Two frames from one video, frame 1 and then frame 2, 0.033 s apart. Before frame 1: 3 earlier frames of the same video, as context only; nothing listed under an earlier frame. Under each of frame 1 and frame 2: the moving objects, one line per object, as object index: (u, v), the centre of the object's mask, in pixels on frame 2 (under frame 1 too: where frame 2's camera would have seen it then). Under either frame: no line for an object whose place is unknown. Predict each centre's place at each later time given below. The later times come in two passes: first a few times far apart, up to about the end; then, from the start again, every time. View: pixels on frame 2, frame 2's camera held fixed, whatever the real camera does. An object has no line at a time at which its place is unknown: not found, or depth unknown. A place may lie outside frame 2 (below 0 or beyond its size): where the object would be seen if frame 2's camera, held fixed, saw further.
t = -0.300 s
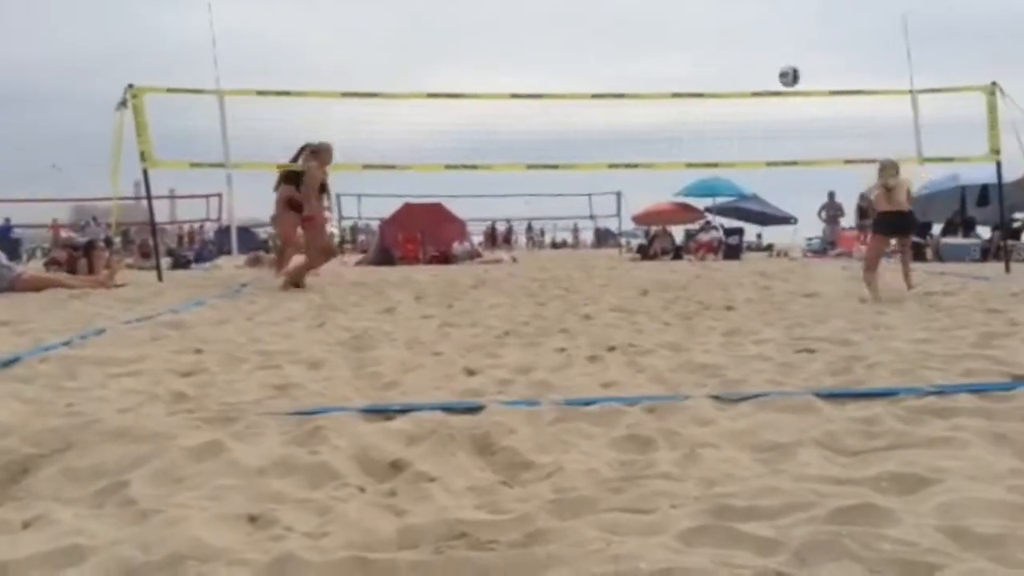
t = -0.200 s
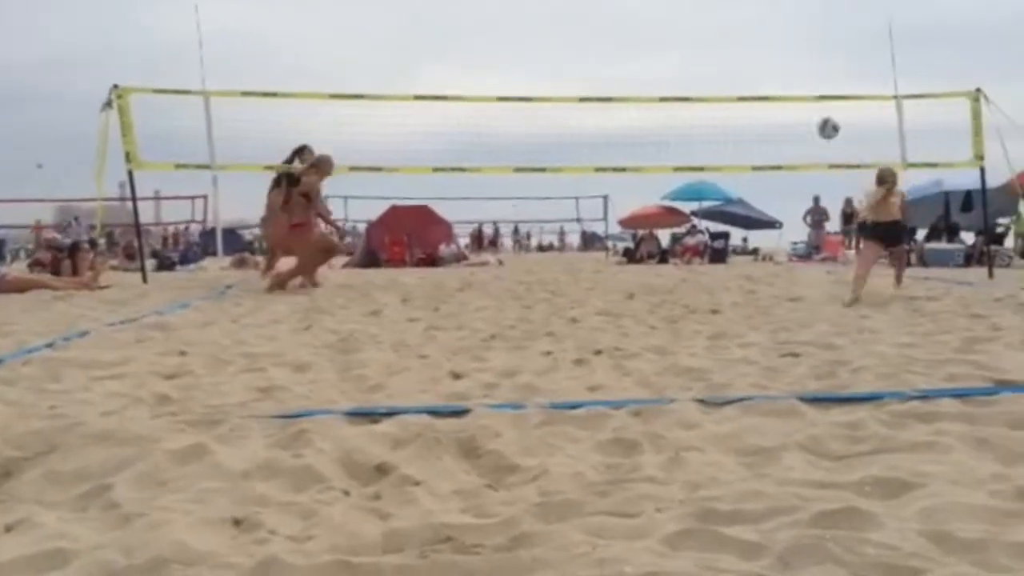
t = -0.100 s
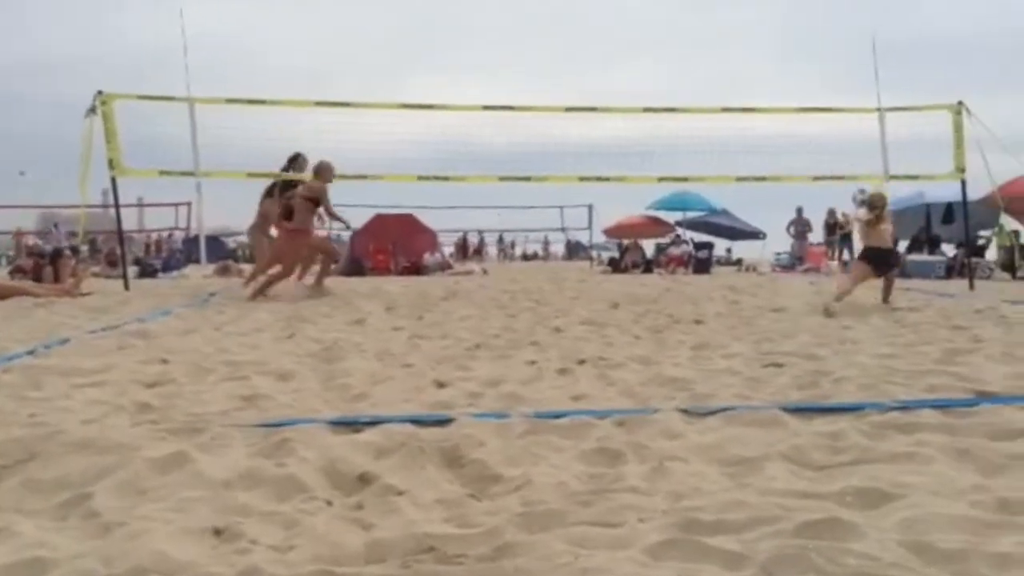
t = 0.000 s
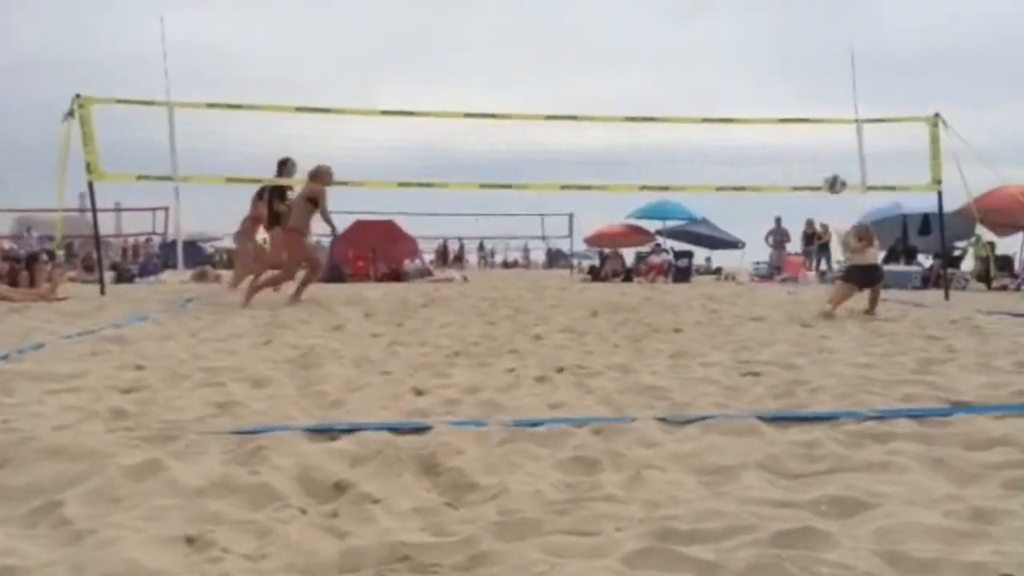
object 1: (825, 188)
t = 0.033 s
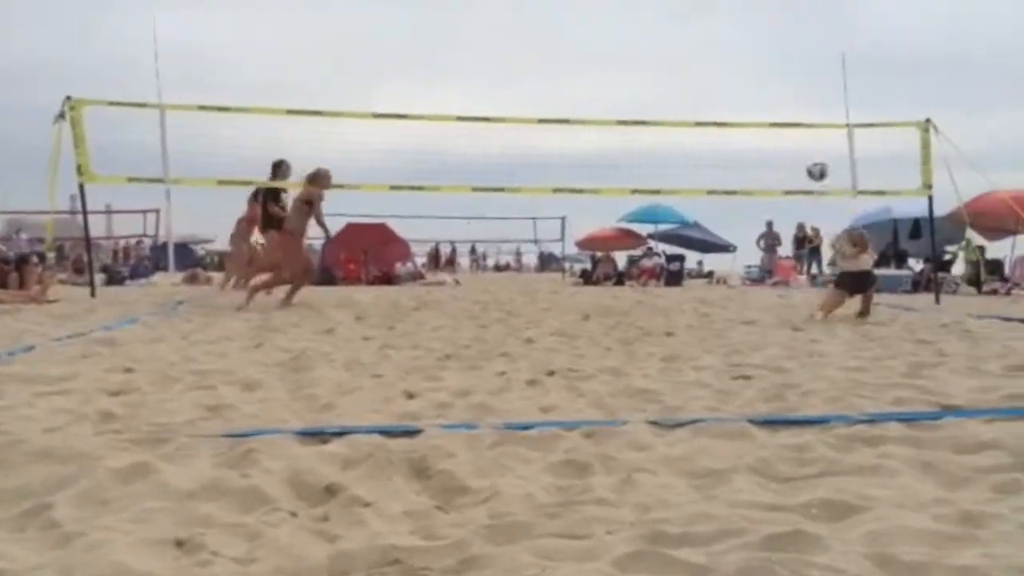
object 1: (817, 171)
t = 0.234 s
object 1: (765, 95)
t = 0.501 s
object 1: (696, 50)
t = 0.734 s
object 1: (637, 63)
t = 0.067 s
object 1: (808, 156)
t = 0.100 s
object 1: (800, 142)
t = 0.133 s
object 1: (791, 128)
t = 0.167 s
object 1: (781, 116)
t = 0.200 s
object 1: (773, 105)
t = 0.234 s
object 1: (765, 95)
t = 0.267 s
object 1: (756, 86)
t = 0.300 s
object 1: (747, 77)
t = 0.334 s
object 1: (739, 71)
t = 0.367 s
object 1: (730, 65)
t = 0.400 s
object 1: (722, 60)
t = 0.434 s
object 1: (713, 56)
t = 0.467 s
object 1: (705, 53)
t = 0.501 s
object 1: (696, 50)
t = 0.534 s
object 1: (687, 48)
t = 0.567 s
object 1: (679, 48)
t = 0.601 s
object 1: (671, 49)
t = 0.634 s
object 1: (662, 51)
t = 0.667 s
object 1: (654, 53)
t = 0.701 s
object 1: (645, 57)
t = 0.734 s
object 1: (637, 63)
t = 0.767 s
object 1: (629, 68)
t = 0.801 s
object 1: (620, 75)
